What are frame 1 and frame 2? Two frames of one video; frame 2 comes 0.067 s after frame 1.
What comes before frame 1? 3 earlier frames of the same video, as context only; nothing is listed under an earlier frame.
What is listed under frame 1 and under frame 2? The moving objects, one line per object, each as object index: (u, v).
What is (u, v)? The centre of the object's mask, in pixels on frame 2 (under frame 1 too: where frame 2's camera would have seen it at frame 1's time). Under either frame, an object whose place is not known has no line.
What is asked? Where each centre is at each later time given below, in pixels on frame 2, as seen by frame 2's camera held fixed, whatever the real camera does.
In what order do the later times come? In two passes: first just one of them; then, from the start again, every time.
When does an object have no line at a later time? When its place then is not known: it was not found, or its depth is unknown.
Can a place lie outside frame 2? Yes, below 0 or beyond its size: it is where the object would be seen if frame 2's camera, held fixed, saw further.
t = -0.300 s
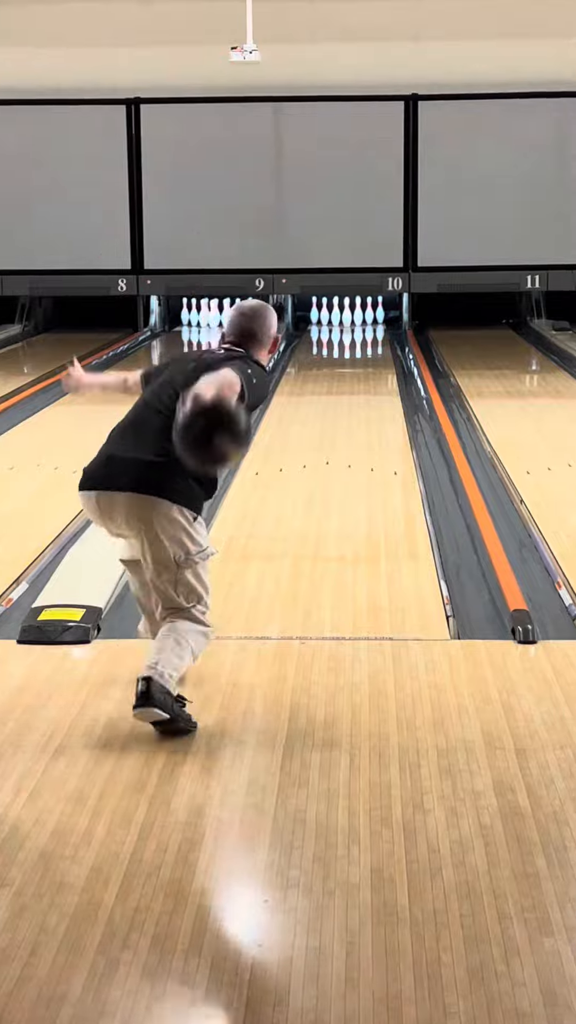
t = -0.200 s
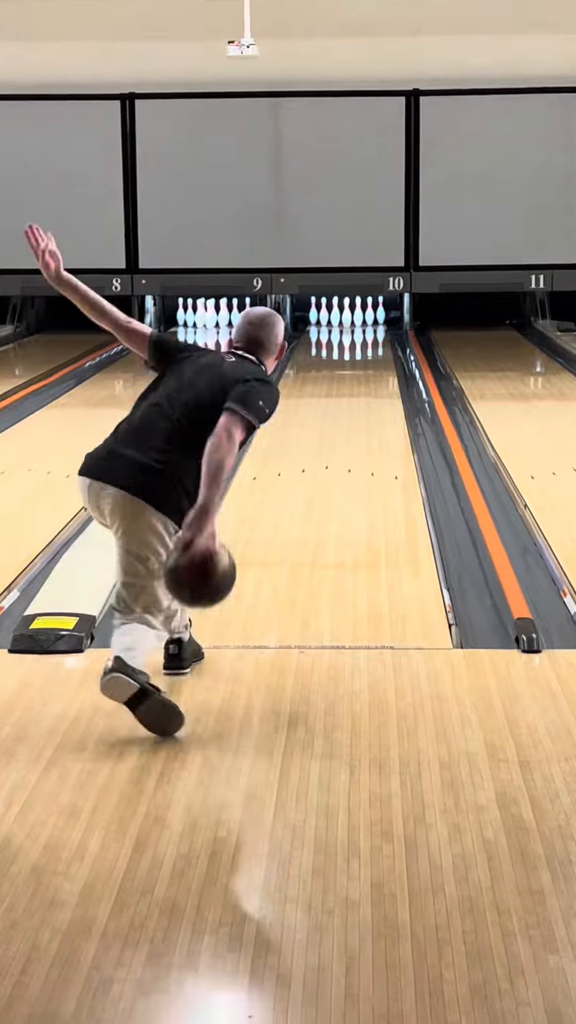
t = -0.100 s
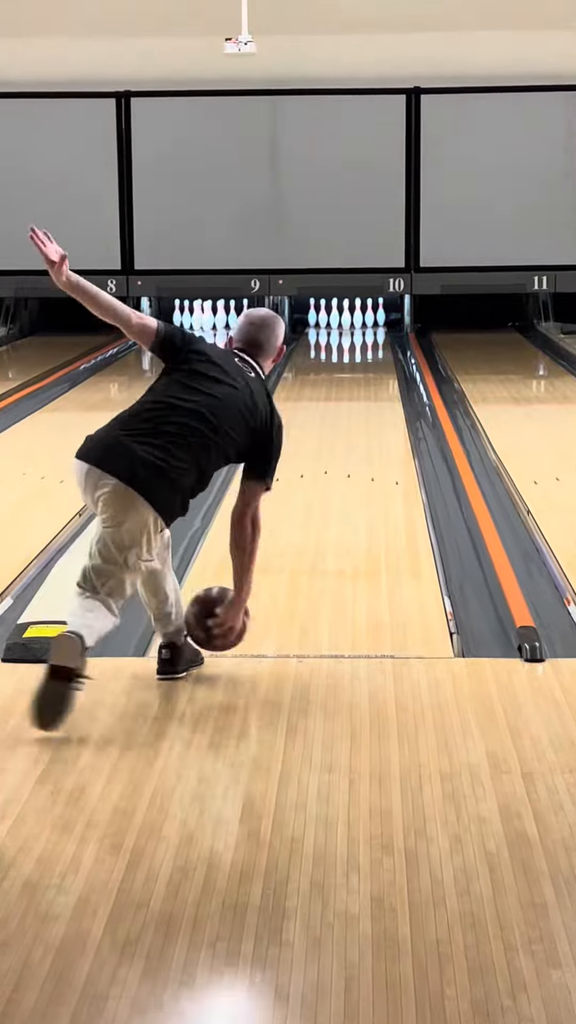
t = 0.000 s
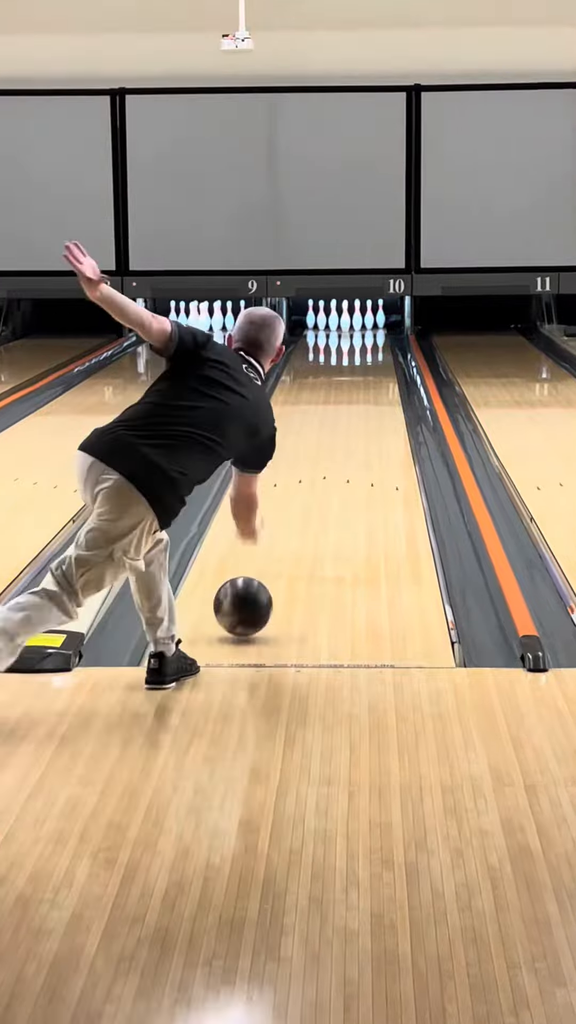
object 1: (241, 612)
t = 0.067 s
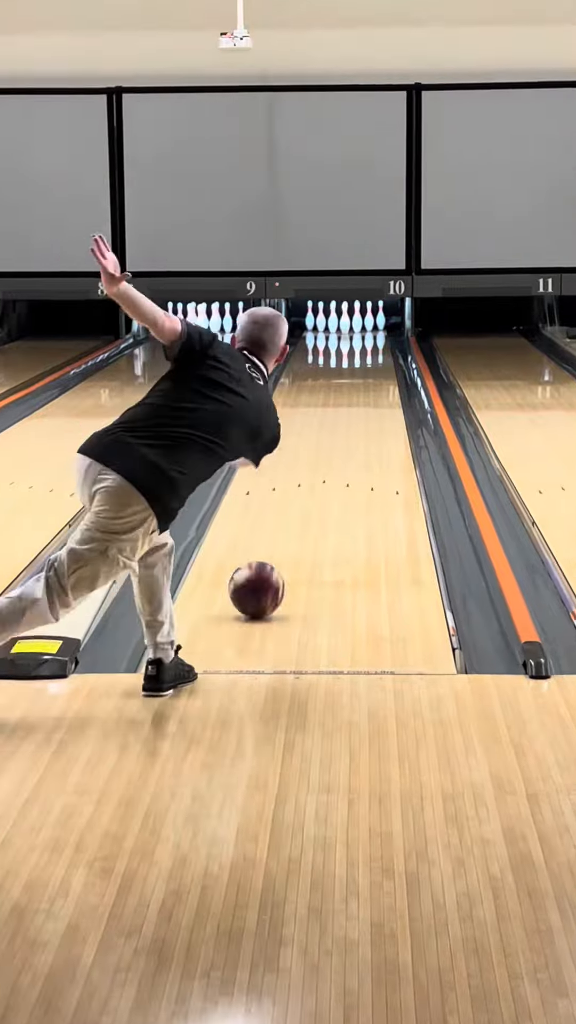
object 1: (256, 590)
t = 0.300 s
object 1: (296, 514)
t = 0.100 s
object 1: (263, 578)
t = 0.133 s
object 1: (269, 566)
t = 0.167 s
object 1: (275, 555)
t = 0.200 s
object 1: (281, 544)
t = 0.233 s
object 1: (287, 533)
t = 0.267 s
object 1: (291, 523)
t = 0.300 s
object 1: (296, 514)
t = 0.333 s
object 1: (300, 505)
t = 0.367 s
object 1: (304, 496)
